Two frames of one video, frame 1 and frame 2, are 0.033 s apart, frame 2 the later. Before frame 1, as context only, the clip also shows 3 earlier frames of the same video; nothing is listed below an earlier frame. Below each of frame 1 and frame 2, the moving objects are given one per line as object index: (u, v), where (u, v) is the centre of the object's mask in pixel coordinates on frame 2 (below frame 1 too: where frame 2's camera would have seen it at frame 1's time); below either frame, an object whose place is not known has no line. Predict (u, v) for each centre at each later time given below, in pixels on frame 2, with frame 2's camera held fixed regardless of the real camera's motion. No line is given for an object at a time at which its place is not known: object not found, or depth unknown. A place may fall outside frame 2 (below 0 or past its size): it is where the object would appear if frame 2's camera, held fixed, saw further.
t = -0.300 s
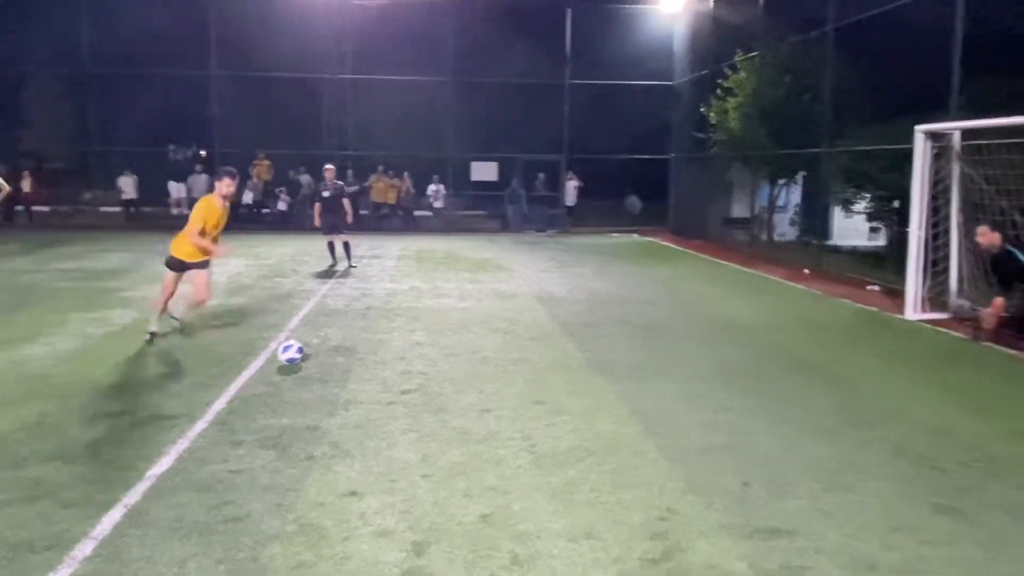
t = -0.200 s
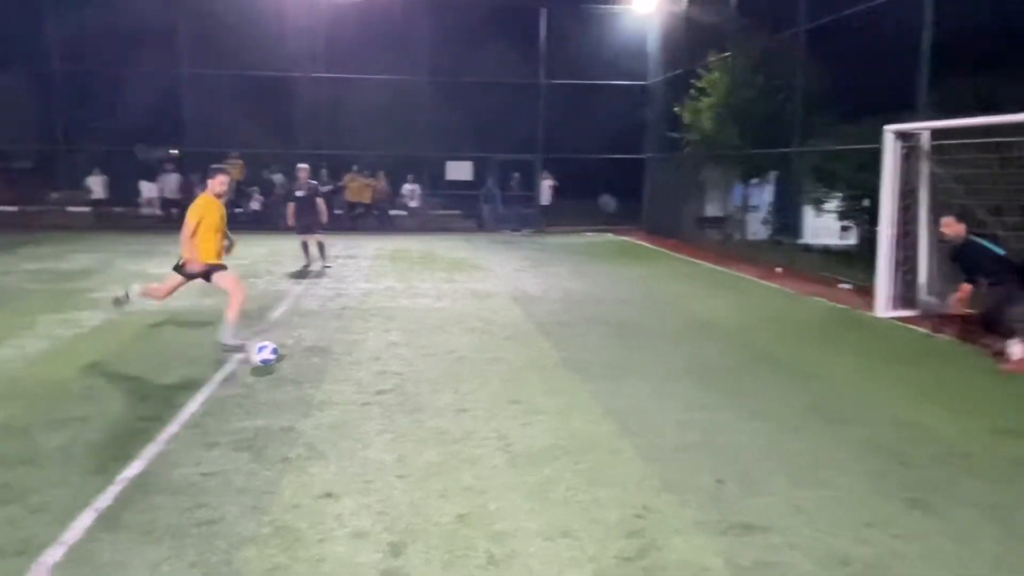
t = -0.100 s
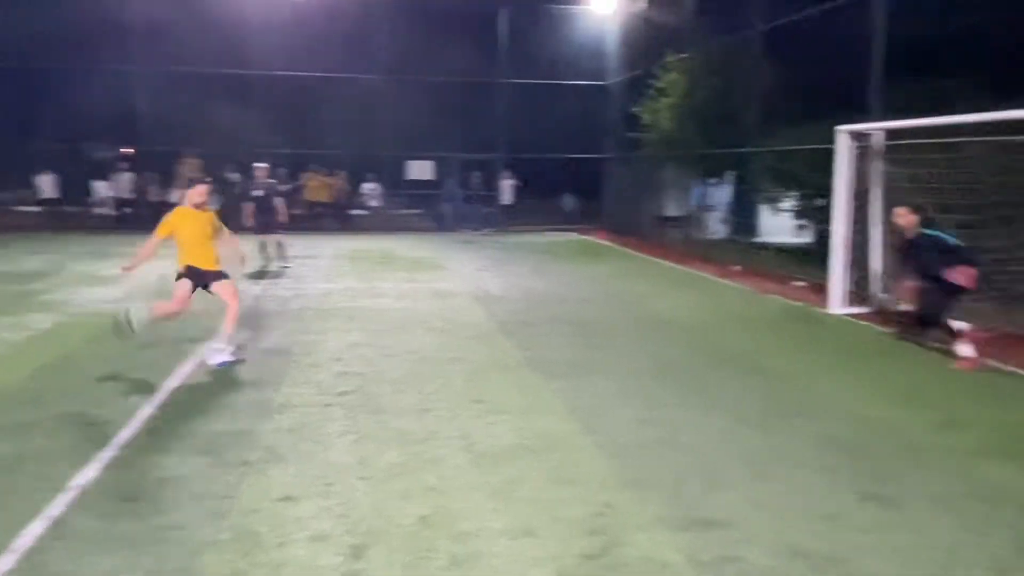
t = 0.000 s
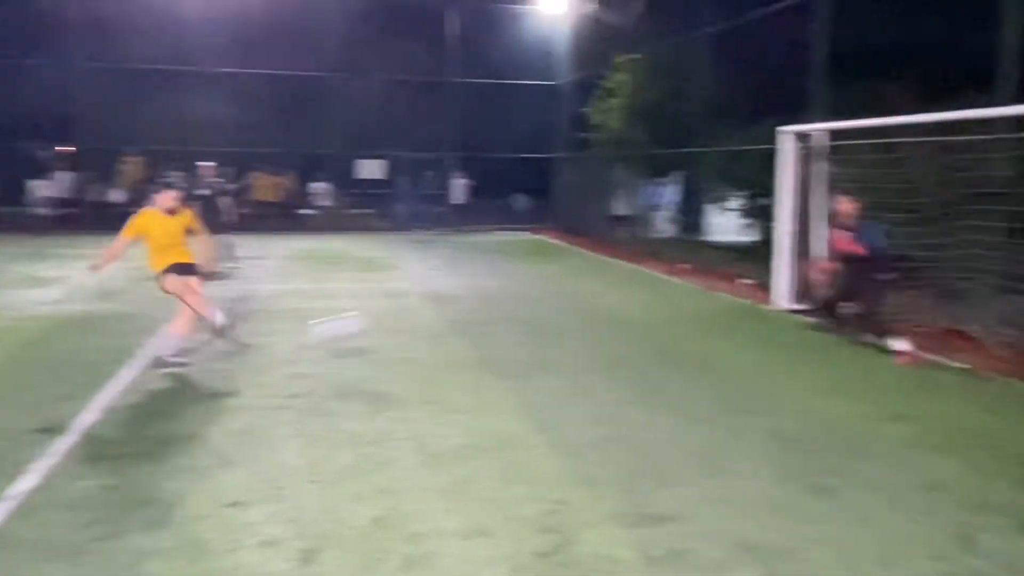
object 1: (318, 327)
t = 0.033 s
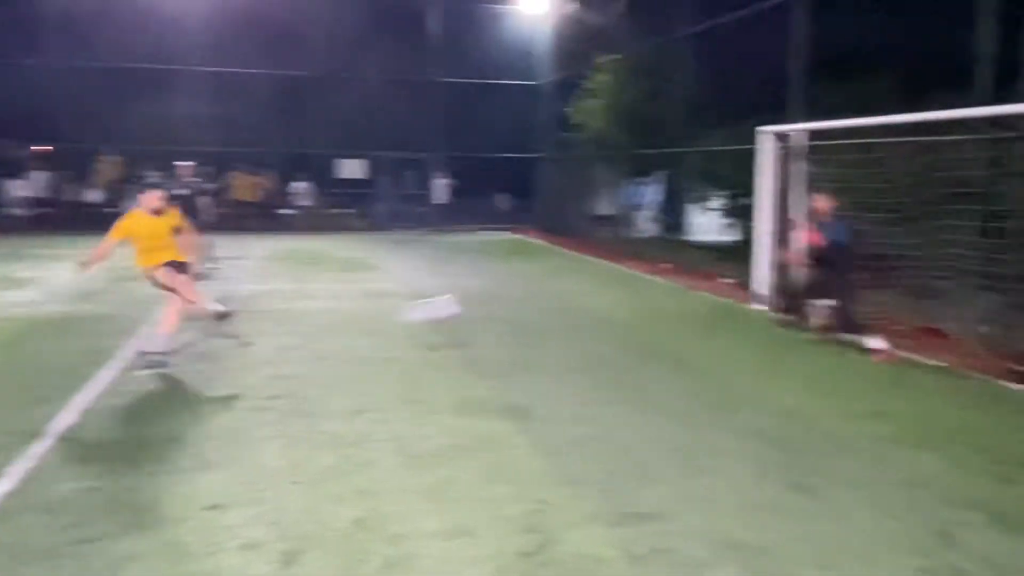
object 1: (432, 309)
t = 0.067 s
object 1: (543, 293)
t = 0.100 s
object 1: (652, 279)
